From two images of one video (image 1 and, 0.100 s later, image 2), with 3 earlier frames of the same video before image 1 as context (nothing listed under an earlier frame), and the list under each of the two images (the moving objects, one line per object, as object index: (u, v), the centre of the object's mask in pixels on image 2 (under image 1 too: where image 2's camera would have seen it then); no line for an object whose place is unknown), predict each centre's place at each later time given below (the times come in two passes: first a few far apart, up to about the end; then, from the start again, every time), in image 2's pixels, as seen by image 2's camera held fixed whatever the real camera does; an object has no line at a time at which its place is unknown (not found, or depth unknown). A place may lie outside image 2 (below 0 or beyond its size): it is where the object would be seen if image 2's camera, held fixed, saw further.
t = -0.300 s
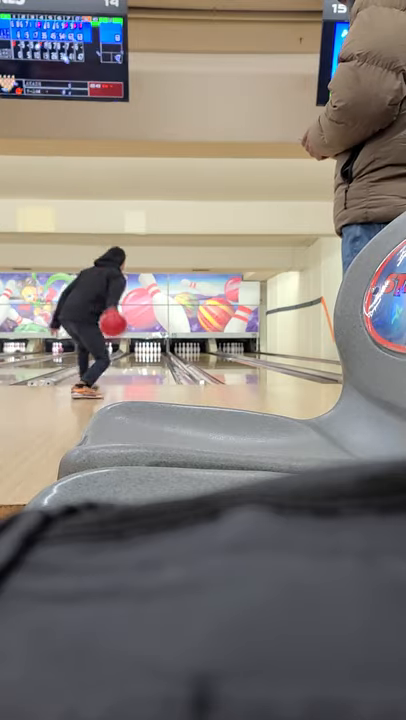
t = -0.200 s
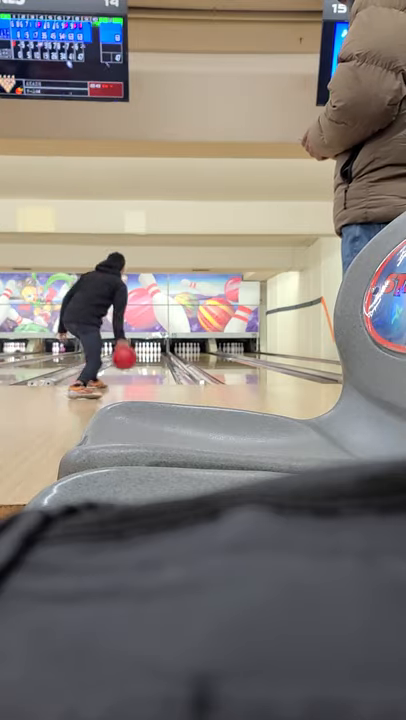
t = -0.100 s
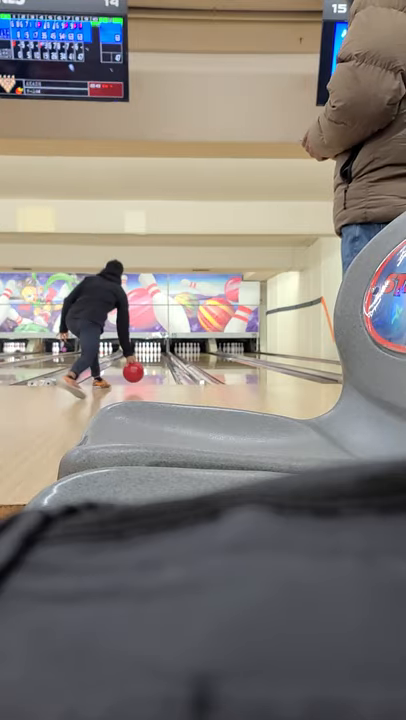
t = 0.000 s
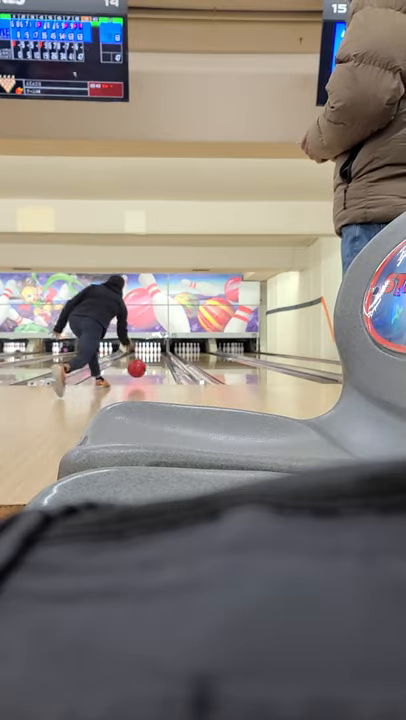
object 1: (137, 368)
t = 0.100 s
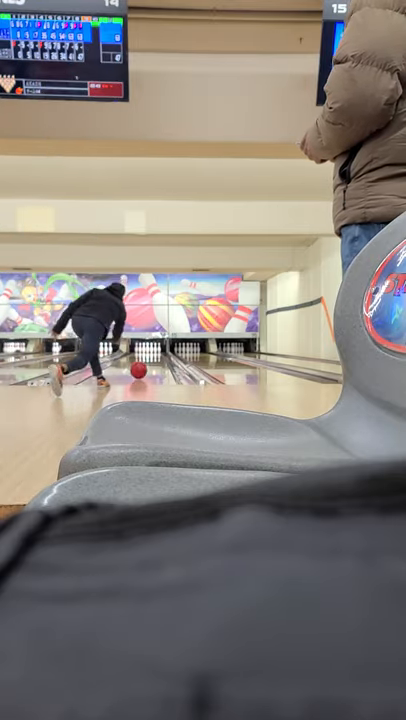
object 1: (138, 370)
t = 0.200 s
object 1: (140, 367)
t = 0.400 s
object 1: (142, 363)
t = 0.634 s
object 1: (144, 360)
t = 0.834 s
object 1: (145, 357)
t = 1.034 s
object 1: (146, 356)
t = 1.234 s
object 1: (147, 355)
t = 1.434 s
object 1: (147, 353)
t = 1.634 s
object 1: (147, 352)
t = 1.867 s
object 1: (148, 351)
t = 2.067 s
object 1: (148, 351)
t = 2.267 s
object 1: (148, 351)
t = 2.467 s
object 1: (149, 351)
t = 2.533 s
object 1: (149, 350)
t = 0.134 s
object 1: (138, 368)
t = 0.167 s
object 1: (139, 368)
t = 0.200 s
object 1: (140, 367)
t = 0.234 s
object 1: (140, 367)
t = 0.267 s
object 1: (140, 366)
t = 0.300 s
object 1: (141, 365)
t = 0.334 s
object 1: (141, 365)
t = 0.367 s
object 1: (142, 364)
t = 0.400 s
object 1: (142, 363)
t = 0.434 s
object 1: (143, 362)
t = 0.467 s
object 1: (143, 362)
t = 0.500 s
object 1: (143, 361)
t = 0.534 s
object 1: (143, 361)
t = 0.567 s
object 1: (144, 360)
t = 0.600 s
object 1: (144, 360)
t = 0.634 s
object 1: (144, 360)
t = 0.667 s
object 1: (144, 360)
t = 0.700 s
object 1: (144, 359)
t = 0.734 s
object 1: (145, 359)
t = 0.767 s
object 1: (145, 358)
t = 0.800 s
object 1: (145, 358)
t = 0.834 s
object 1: (145, 357)
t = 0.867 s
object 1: (145, 357)
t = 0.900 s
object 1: (145, 357)
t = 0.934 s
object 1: (145, 357)
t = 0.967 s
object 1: (145, 356)
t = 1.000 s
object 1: (146, 356)
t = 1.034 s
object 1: (146, 356)
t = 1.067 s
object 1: (146, 356)
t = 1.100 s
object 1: (147, 355)
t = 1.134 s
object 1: (146, 355)
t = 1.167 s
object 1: (147, 355)
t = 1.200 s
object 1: (146, 355)
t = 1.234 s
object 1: (147, 355)
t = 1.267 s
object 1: (147, 354)
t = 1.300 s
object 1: (147, 354)
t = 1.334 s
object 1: (147, 354)
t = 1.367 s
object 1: (147, 353)
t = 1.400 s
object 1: (147, 353)
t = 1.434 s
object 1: (147, 353)
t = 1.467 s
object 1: (147, 353)
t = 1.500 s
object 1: (147, 353)
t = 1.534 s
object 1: (147, 353)
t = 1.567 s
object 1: (147, 352)
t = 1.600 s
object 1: (147, 352)
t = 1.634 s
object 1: (147, 352)
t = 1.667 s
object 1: (147, 352)
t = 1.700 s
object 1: (147, 352)
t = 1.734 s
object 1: (147, 352)
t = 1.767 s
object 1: (147, 351)
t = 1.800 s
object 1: (148, 351)
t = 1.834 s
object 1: (147, 351)
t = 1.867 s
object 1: (148, 351)
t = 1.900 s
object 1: (148, 351)
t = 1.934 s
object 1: (148, 351)
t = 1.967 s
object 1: (147, 351)
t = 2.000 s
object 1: (148, 351)
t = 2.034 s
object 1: (148, 351)
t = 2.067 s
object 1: (148, 351)
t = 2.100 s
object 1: (148, 351)
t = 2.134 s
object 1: (148, 351)
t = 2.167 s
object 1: (148, 351)
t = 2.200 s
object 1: (148, 351)
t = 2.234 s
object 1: (148, 351)
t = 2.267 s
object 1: (148, 351)
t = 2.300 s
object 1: (148, 351)
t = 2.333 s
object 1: (148, 351)
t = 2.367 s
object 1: (148, 351)
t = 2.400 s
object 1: (148, 351)
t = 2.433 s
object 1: (148, 351)
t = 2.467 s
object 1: (149, 351)
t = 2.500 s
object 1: (148, 350)
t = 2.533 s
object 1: (149, 350)
